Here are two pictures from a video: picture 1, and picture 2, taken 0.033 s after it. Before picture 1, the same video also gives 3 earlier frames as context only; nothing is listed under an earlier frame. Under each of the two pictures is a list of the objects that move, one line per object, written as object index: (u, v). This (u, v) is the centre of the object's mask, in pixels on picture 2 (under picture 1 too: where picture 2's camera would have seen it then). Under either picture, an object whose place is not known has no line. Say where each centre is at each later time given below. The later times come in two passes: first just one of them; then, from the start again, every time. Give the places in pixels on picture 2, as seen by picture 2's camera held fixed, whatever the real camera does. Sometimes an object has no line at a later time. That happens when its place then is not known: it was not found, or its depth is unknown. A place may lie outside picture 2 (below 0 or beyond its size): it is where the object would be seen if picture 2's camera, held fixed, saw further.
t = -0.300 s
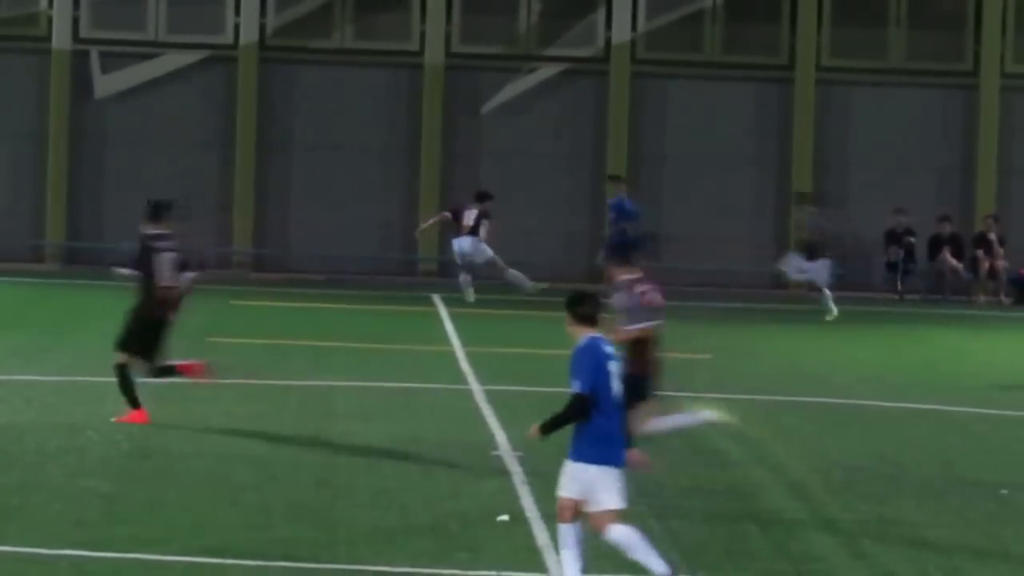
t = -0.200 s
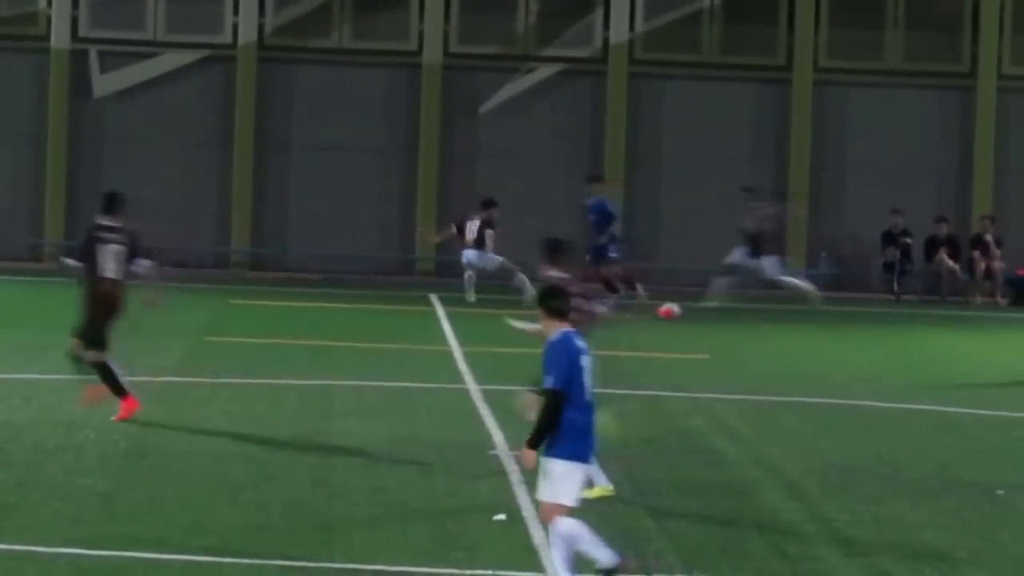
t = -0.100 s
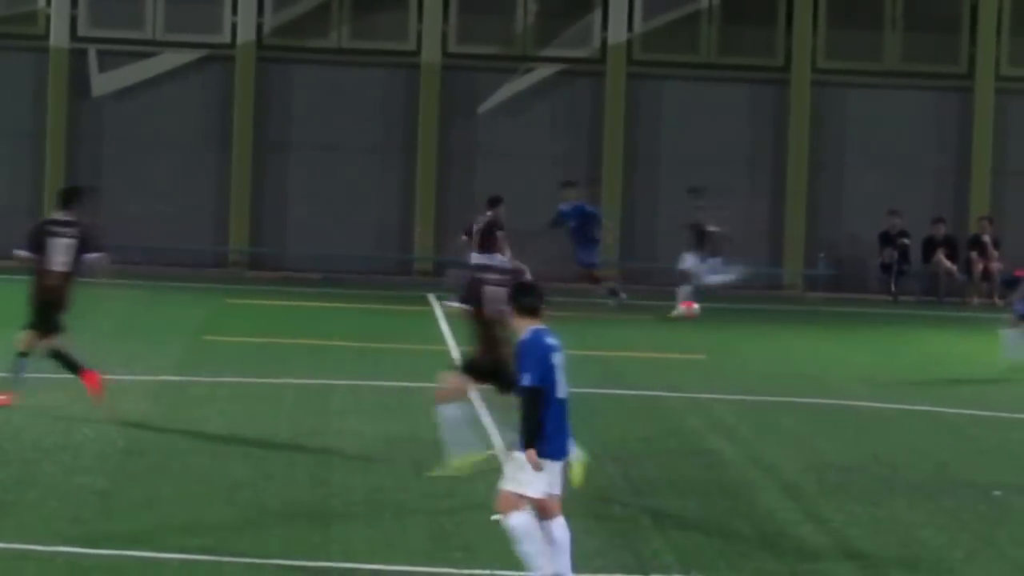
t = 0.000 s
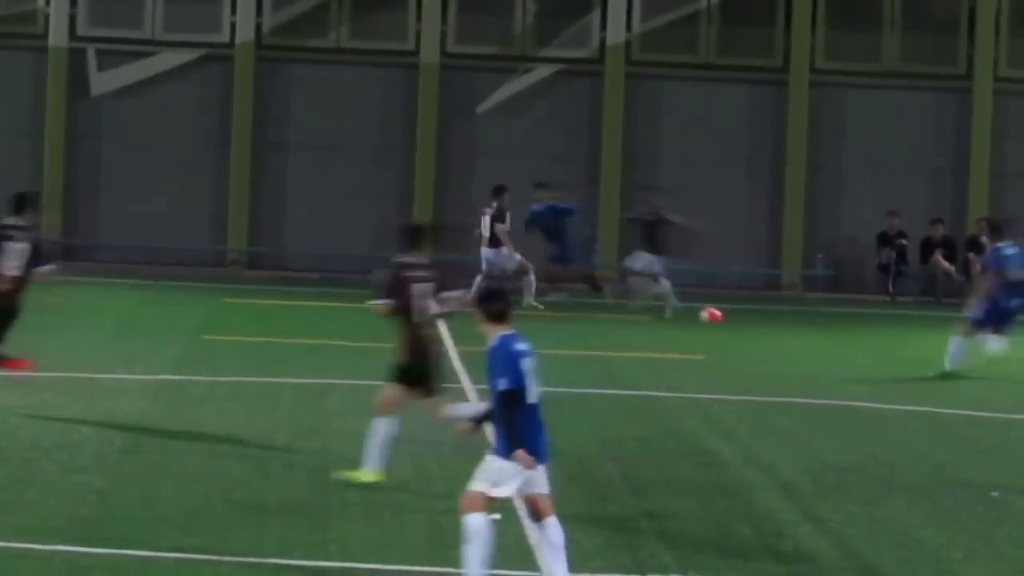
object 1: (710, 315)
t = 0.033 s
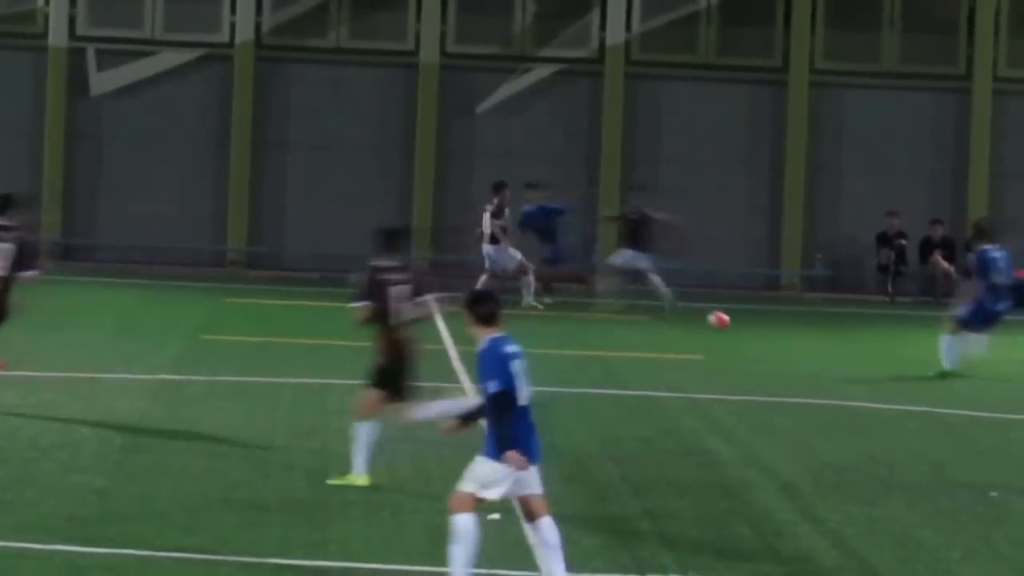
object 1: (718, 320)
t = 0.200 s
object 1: (760, 322)
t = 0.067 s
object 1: (726, 323)
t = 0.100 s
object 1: (734, 323)
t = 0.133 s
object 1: (743, 322)
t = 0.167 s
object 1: (751, 321)
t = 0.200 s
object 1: (760, 322)
